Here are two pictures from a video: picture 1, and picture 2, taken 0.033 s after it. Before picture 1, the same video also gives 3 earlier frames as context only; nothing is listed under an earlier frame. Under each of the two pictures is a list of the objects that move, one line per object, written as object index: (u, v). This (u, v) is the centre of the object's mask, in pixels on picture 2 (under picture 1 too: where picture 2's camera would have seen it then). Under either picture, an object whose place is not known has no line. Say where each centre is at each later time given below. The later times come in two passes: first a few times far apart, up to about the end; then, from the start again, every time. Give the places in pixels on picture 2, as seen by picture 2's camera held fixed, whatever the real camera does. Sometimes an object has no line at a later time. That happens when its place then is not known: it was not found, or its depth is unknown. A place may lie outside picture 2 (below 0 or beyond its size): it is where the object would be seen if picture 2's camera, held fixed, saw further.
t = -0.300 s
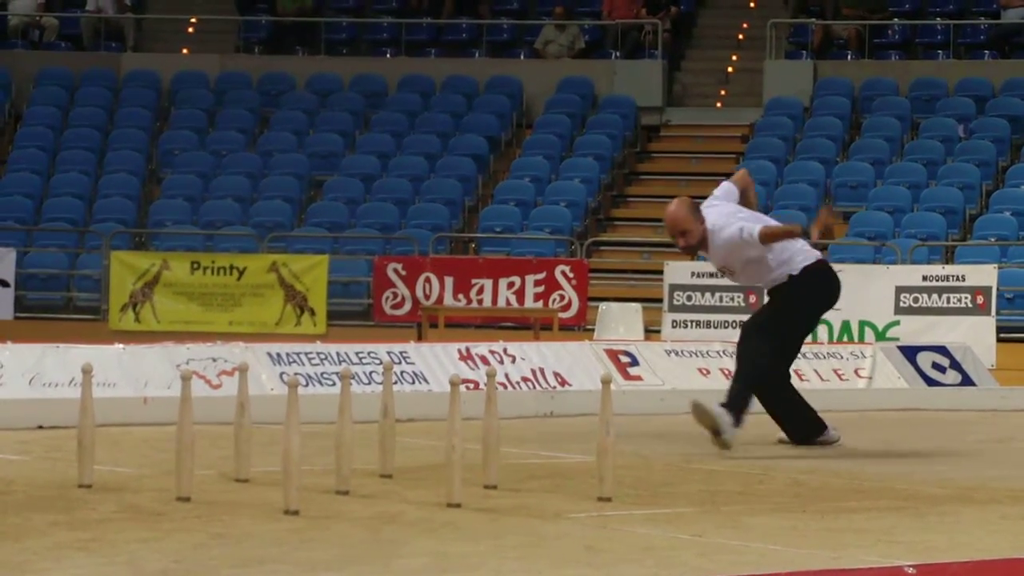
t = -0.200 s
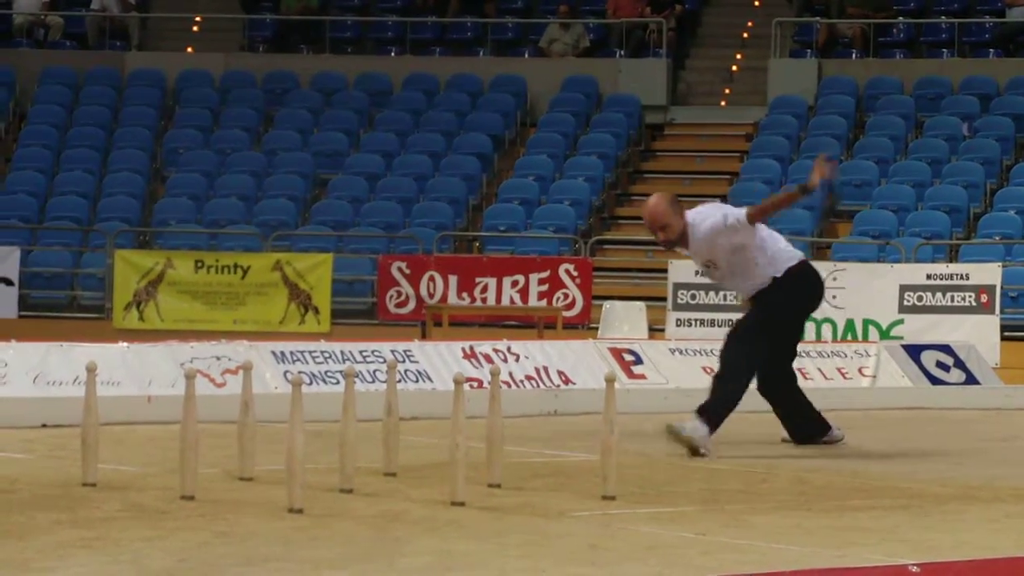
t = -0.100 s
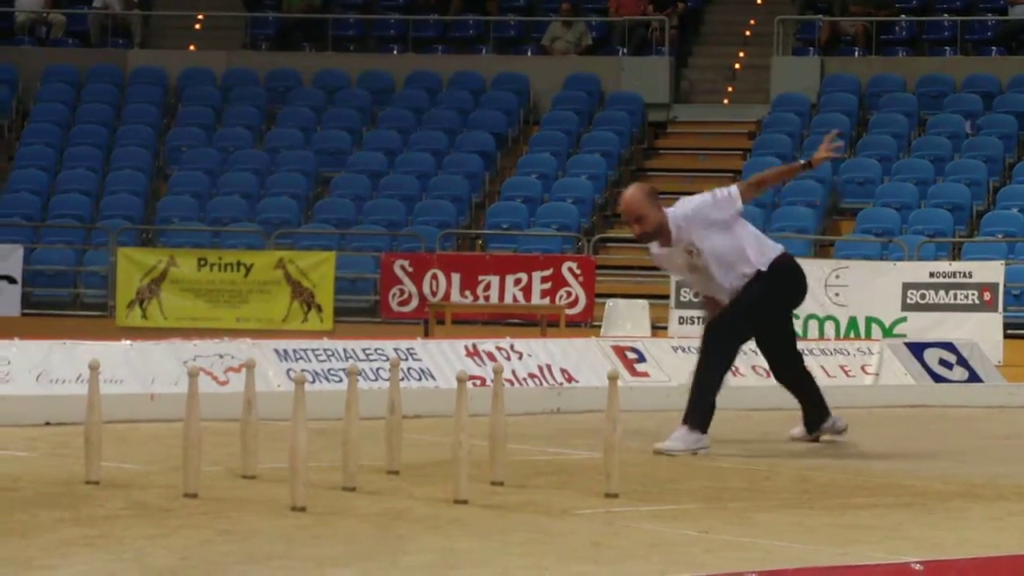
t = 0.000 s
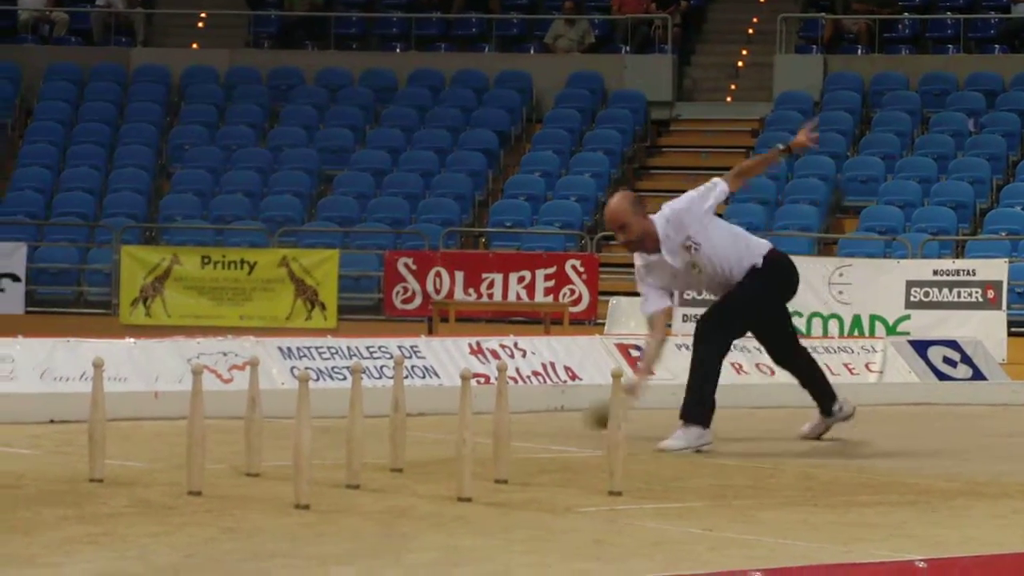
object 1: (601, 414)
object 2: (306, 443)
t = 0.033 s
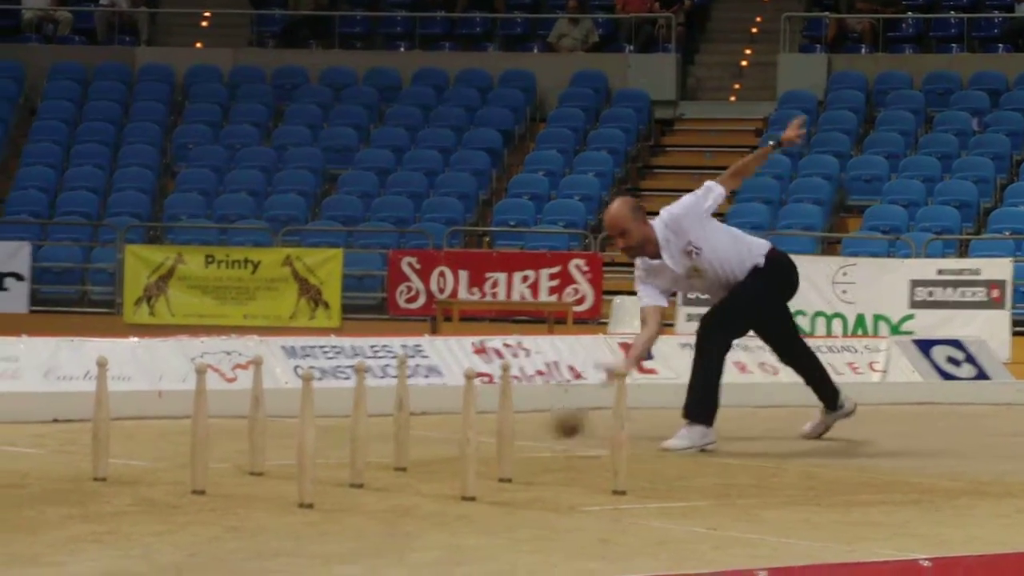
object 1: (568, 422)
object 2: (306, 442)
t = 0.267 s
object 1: (287, 436)
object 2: (305, 444)
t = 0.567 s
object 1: (80, 470)
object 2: (305, 446)
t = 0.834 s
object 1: (-56, 480)
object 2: (304, 463)
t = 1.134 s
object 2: (315, 479)
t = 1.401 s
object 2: (342, 497)
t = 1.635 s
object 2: (349, 496)
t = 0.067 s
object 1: (528, 431)
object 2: (306, 442)
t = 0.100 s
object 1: (487, 446)
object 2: (306, 444)
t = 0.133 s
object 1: (443, 443)
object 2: (306, 444)
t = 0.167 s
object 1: (411, 439)
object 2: (307, 444)
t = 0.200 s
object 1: (376, 438)
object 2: (307, 443)
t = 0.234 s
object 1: (333, 435)
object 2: (306, 444)
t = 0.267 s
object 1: (287, 436)
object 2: (305, 444)
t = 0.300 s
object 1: (268, 434)
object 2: (305, 444)
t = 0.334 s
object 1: (245, 432)
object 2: (306, 444)
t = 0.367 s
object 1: (224, 433)
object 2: (305, 444)
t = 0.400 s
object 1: (184, 436)
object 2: (306, 444)
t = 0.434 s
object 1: (170, 443)
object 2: (305, 445)
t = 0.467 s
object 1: (147, 452)
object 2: (306, 444)
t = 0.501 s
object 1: (122, 467)
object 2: (306, 444)
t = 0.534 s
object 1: (101, 468)
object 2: (306, 444)
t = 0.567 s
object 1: (80, 470)
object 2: (305, 446)
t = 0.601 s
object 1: (61, 472)
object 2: (306, 444)
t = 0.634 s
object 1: (41, 472)
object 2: (305, 444)
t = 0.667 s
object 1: (21, 473)
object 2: (305, 444)
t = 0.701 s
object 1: (3, 474)
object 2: (306, 446)
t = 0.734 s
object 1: (-15, 477)
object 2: (305, 448)
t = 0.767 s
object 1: (-35, 478)
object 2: (305, 456)
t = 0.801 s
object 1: (-47, 477)
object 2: (304, 460)
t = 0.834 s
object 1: (-56, 480)
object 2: (304, 463)
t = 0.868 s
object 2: (303, 468)
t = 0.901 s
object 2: (303, 474)
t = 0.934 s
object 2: (302, 481)
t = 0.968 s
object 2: (300, 482)
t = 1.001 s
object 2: (306, 481)
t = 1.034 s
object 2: (306, 481)
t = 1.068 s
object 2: (305, 480)
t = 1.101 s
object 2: (311, 480)
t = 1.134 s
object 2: (315, 479)
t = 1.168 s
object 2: (320, 480)
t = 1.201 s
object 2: (325, 484)
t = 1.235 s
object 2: (332, 490)
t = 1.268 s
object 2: (335, 498)
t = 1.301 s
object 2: (327, 494)
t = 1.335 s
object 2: (329, 494)
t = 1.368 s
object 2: (336, 496)
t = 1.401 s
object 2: (342, 497)
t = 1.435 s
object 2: (343, 496)
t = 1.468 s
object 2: (344, 496)
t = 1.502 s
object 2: (345, 496)
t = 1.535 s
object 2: (346, 496)
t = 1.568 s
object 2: (345, 496)
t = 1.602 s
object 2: (347, 496)
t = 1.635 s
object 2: (349, 496)
